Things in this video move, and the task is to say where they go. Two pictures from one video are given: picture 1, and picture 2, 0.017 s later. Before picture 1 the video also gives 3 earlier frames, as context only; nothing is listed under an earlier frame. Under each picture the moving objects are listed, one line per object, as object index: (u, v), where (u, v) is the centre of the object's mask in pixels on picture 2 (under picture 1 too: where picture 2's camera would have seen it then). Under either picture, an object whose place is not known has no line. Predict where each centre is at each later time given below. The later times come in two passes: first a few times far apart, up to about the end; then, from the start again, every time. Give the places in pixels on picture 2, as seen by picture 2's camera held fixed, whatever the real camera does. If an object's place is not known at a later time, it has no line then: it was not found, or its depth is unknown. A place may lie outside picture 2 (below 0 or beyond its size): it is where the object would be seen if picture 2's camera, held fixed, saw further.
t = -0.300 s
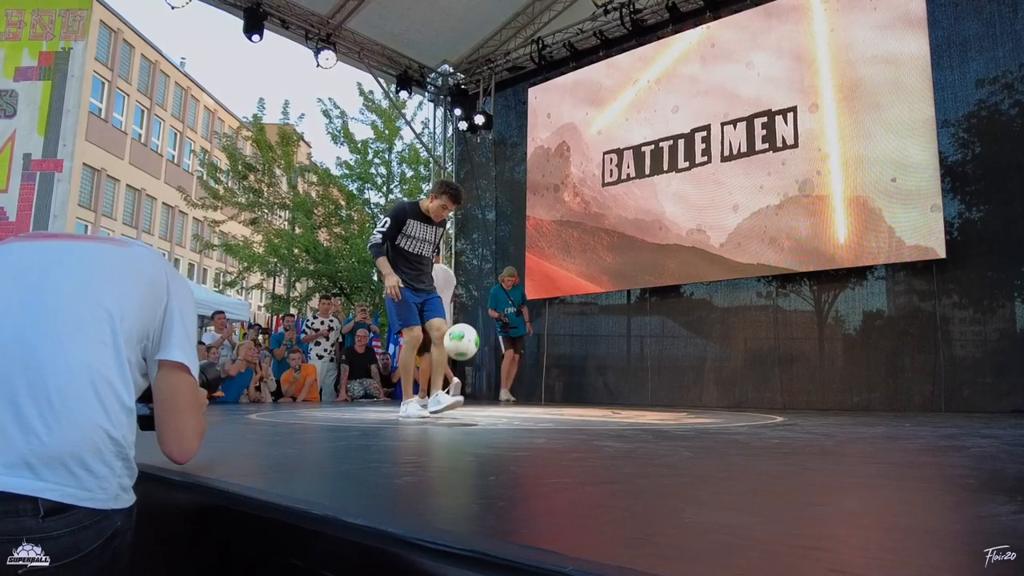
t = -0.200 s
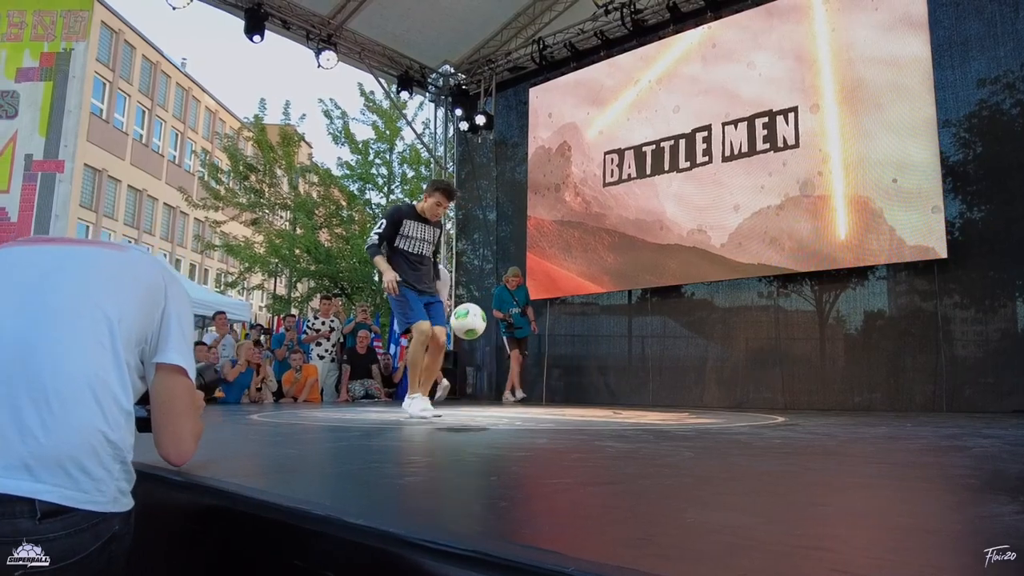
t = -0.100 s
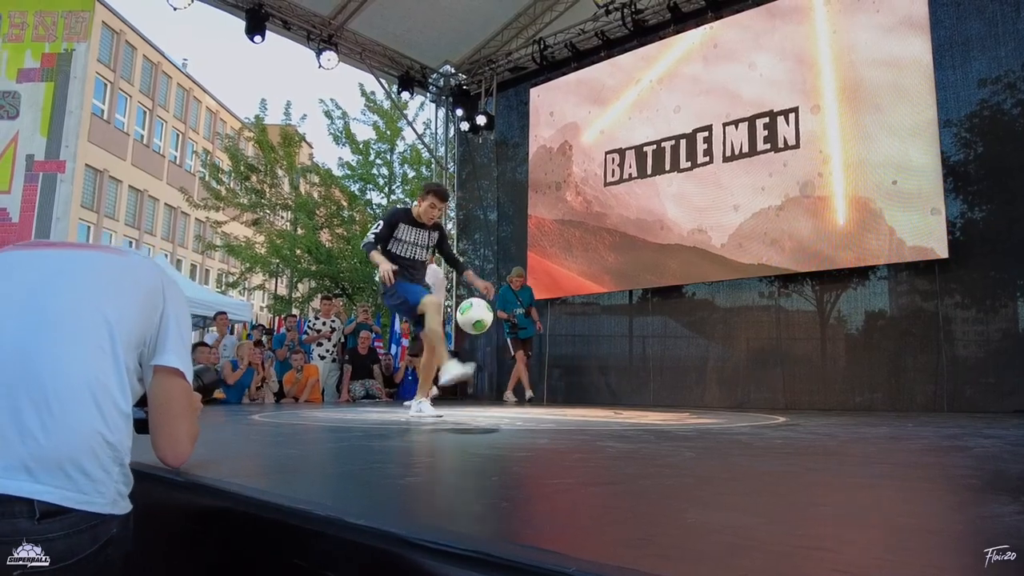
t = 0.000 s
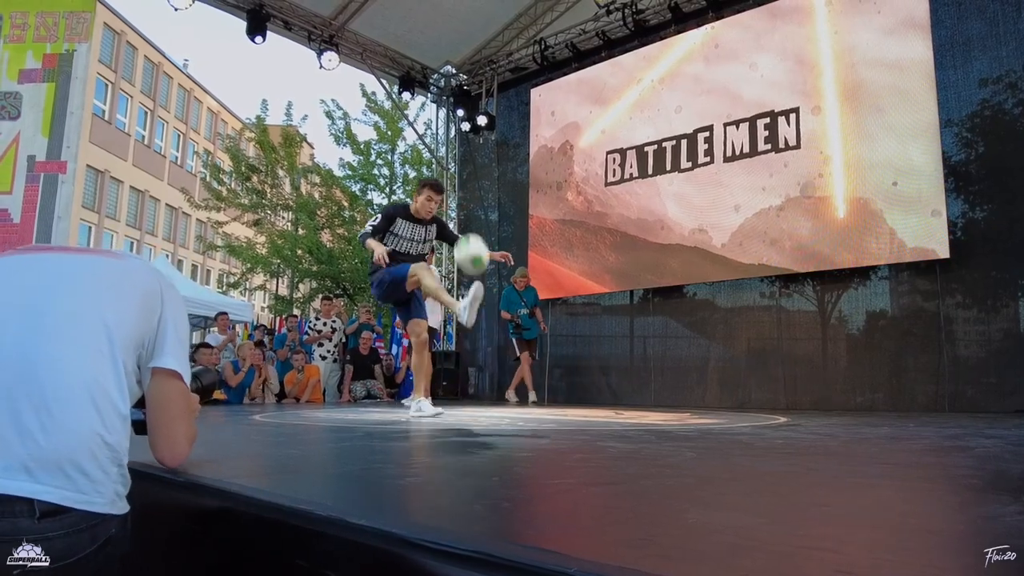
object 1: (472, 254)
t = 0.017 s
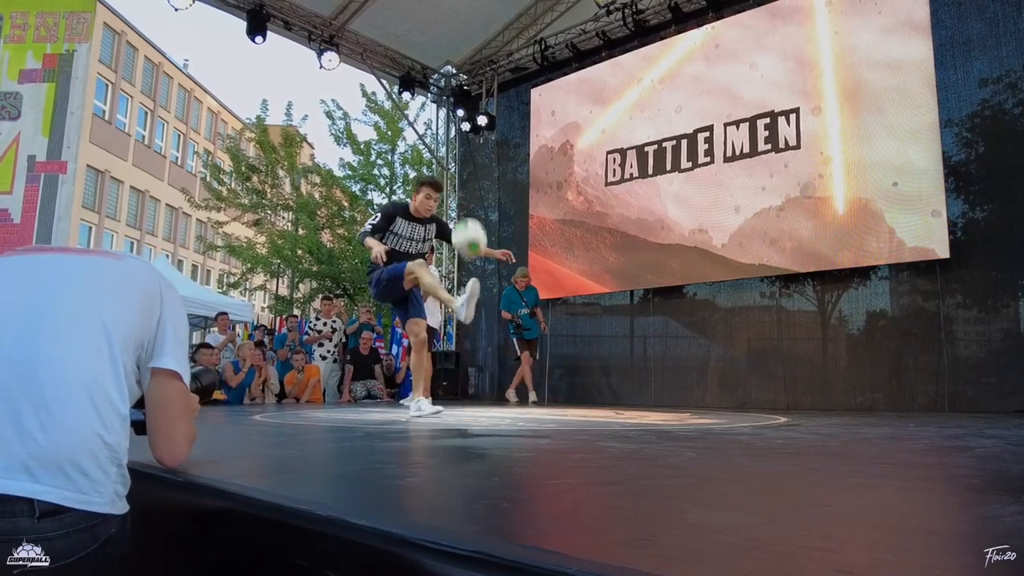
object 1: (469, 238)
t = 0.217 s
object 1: (442, 92)
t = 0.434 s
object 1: (415, 16)
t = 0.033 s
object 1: (467, 223)
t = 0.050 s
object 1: (465, 208)
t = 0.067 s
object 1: (462, 194)
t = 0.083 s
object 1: (460, 180)
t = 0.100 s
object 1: (458, 167)
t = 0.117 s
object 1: (456, 155)
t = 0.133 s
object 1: (453, 143)
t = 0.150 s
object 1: (451, 131)
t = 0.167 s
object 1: (449, 120)
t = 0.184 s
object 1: (446, 110)
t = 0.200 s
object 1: (443, 101)
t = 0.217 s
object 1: (442, 92)
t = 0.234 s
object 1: (439, 84)
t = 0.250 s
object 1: (437, 76)
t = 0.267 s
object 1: (435, 69)
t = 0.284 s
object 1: (432, 61)
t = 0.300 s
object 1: (430, 55)
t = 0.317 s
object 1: (428, 47)
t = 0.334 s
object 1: (426, 42)
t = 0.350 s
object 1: (424, 37)
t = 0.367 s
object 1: (422, 32)
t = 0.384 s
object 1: (420, 27)
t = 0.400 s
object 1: (418, 23)
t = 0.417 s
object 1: (416, 20)
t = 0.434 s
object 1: (415, 16)
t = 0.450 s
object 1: (413, 13)
